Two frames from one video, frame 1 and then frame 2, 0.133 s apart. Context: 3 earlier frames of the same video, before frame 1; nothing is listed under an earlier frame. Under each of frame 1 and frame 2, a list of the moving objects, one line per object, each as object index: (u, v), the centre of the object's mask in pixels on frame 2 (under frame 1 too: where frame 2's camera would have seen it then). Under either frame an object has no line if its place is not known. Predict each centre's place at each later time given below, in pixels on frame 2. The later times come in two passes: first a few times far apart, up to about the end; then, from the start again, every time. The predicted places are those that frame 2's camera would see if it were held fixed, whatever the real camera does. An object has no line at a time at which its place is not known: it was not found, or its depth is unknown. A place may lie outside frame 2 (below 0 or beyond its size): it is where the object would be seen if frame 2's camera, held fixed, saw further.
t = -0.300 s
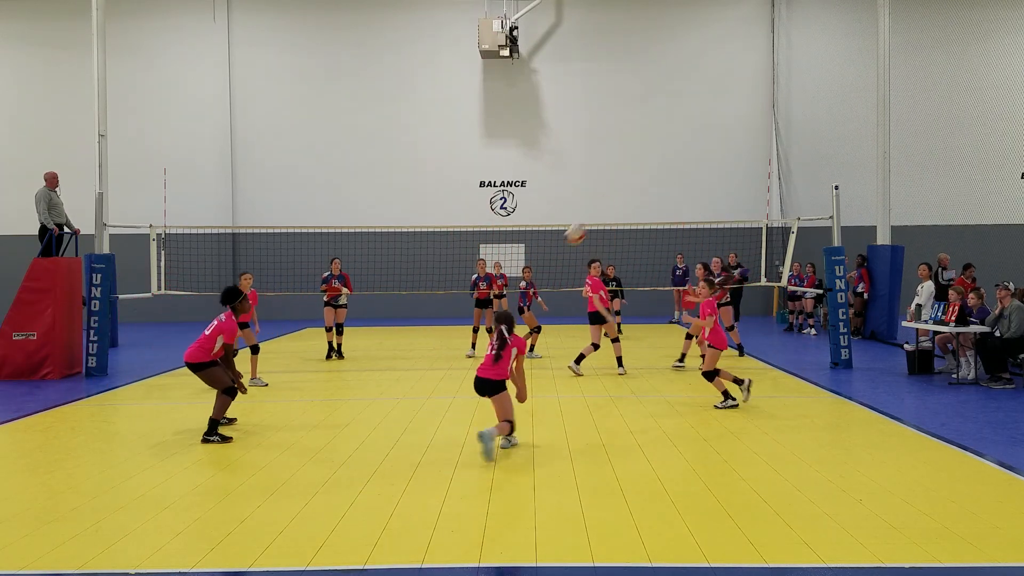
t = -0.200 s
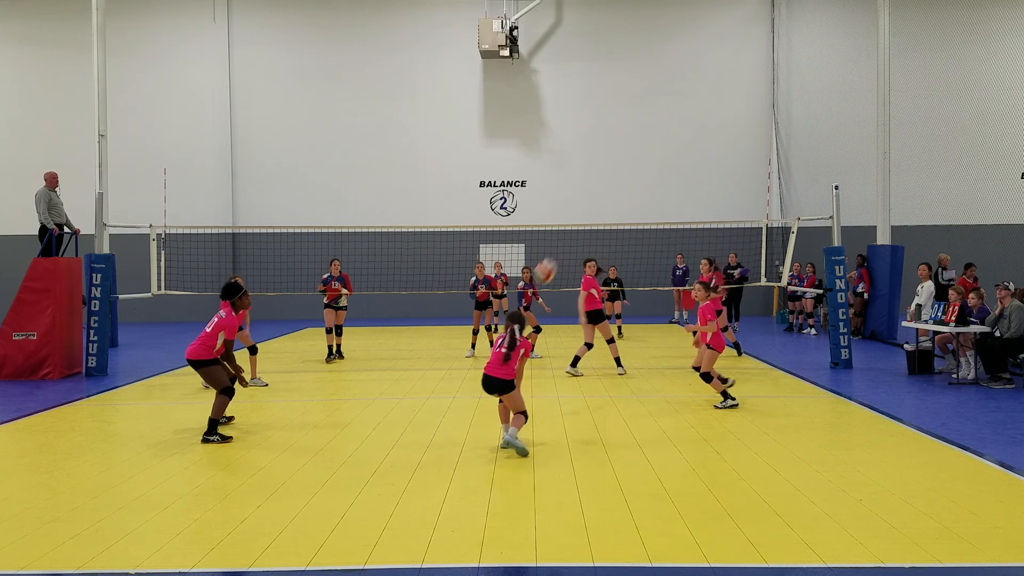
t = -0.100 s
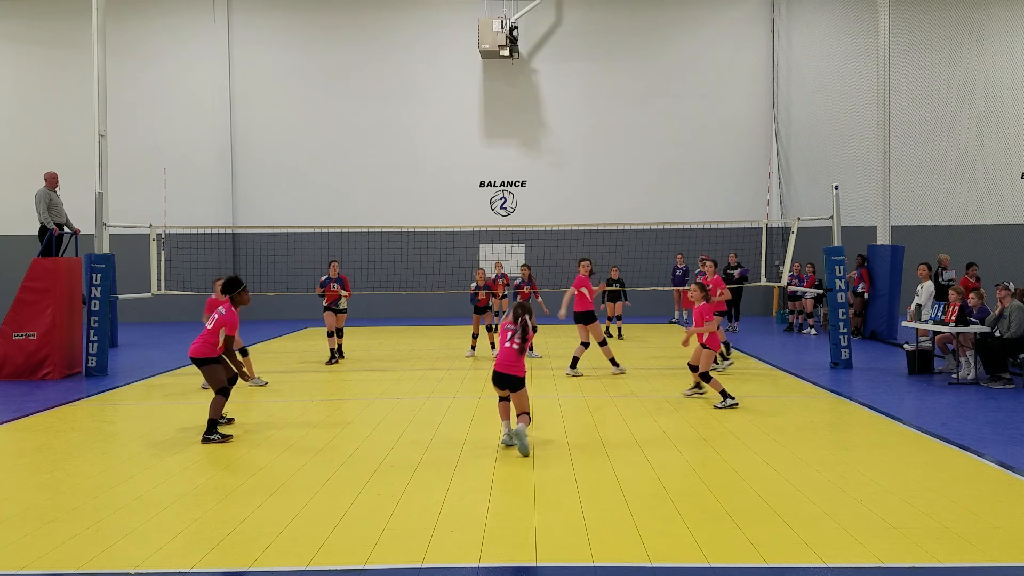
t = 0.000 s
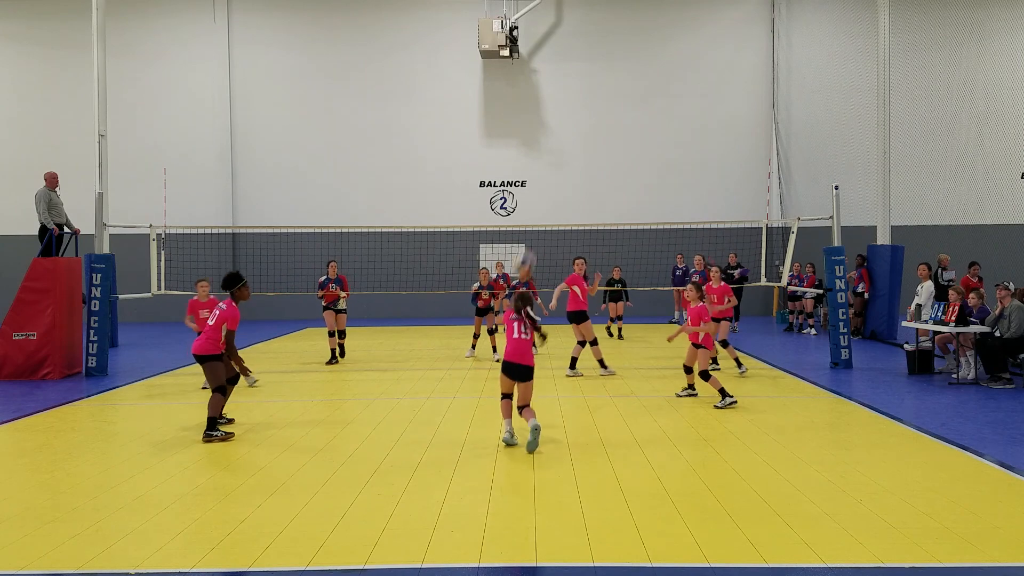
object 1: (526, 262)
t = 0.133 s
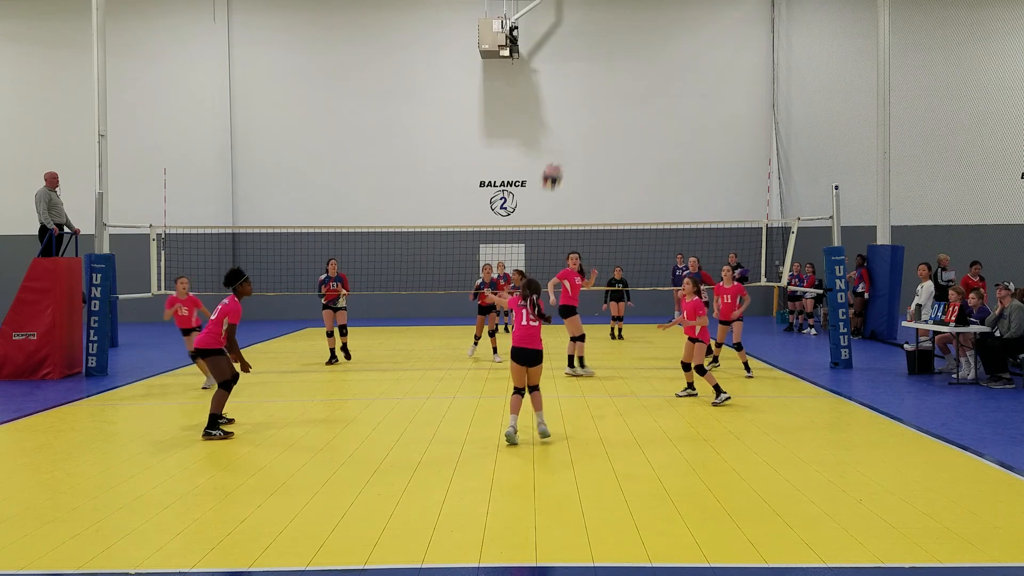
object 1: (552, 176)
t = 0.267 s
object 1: (578, 115)
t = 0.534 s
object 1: (627, 50)
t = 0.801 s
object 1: (672, 55)
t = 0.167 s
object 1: (559, 159)
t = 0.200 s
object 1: (565, 142)
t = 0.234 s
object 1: (572, 127)
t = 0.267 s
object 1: (578, 115)
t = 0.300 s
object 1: (584, 102)
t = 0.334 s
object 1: (591, 91)
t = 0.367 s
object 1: (597, 81)
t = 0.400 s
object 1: (604, 72)
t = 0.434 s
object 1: (610, 64)
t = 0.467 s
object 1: (616, 59)
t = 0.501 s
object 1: (622, 54)
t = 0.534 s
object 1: (627, 50)
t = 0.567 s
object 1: (633, 47)
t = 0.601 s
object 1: (639, 45)
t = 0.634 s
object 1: (645, 44)
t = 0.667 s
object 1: (650, 45)
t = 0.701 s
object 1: (656, 46)
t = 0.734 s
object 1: (661, 48)
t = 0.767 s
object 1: (667, 51)
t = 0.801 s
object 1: (672, 55)
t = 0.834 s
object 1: (678, 60)
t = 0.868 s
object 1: (682, 66)
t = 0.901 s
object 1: (687, 73)
